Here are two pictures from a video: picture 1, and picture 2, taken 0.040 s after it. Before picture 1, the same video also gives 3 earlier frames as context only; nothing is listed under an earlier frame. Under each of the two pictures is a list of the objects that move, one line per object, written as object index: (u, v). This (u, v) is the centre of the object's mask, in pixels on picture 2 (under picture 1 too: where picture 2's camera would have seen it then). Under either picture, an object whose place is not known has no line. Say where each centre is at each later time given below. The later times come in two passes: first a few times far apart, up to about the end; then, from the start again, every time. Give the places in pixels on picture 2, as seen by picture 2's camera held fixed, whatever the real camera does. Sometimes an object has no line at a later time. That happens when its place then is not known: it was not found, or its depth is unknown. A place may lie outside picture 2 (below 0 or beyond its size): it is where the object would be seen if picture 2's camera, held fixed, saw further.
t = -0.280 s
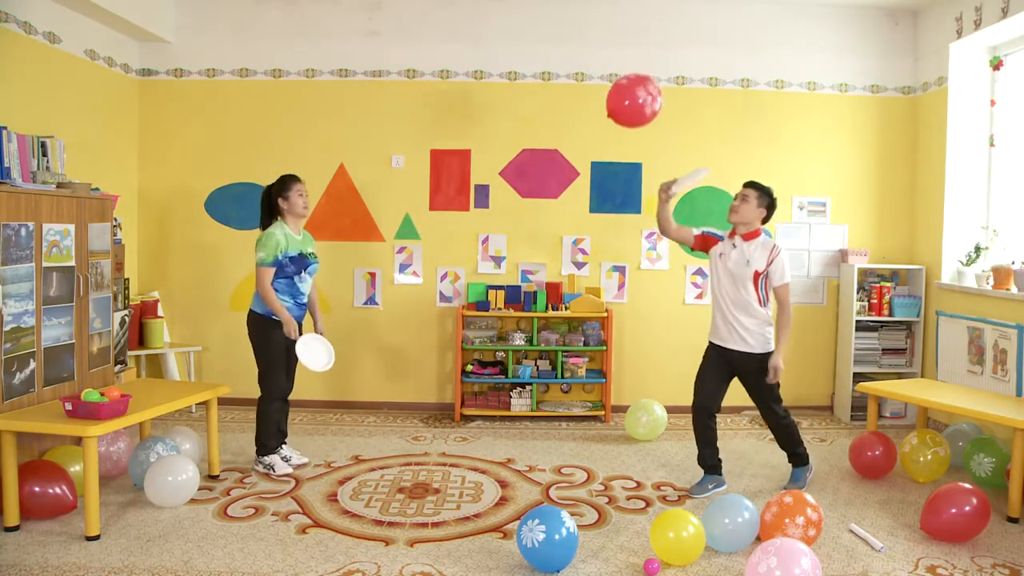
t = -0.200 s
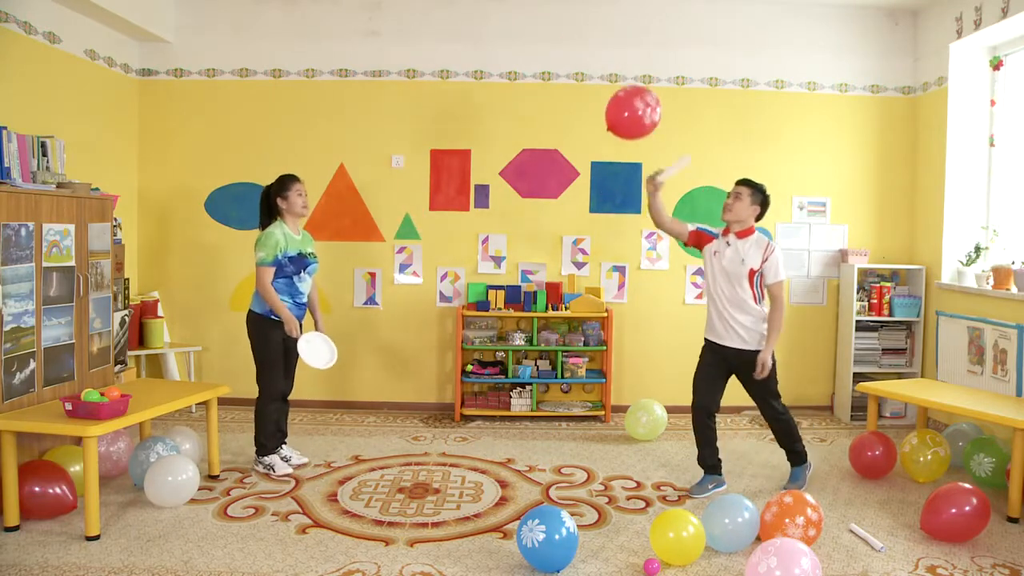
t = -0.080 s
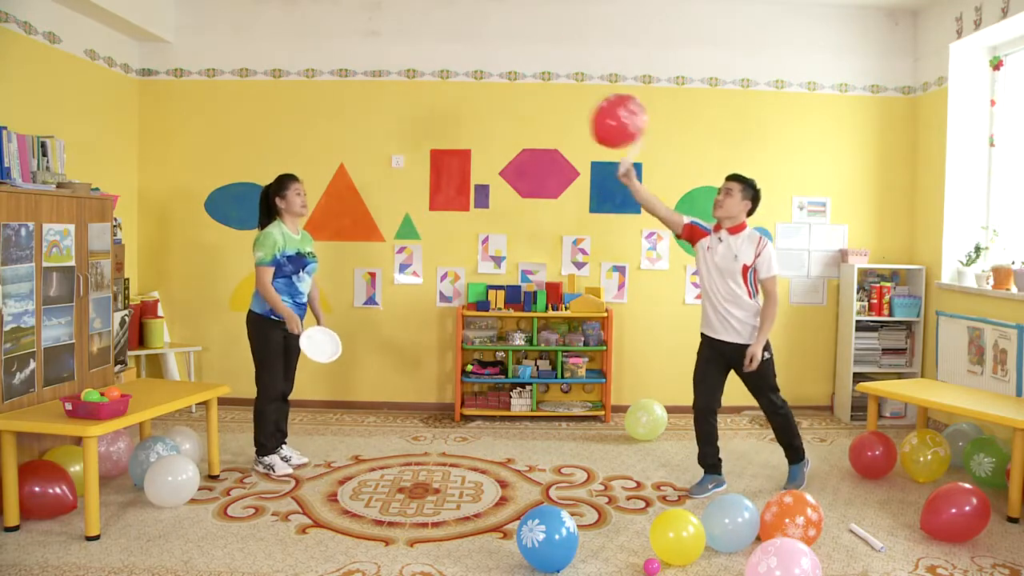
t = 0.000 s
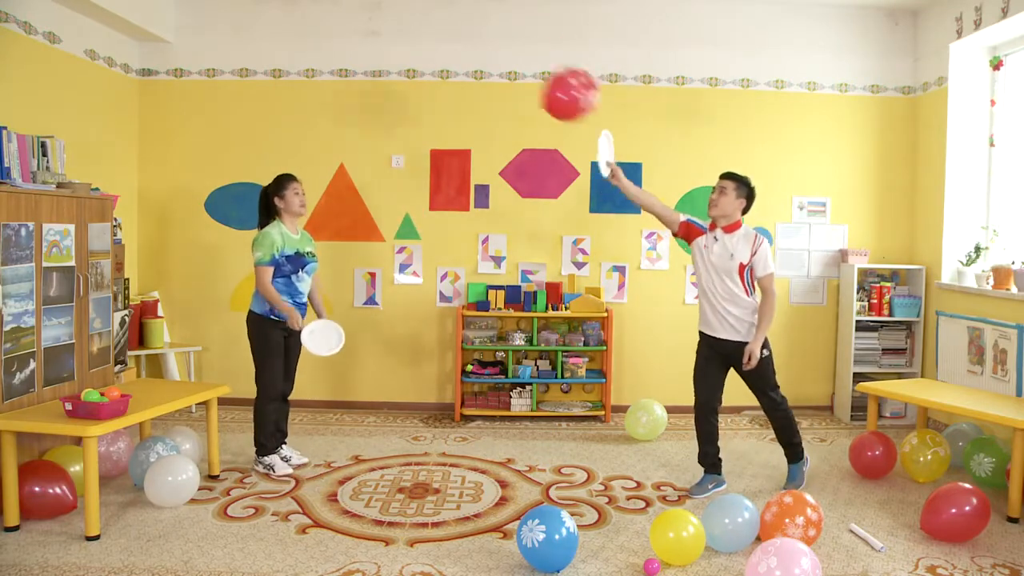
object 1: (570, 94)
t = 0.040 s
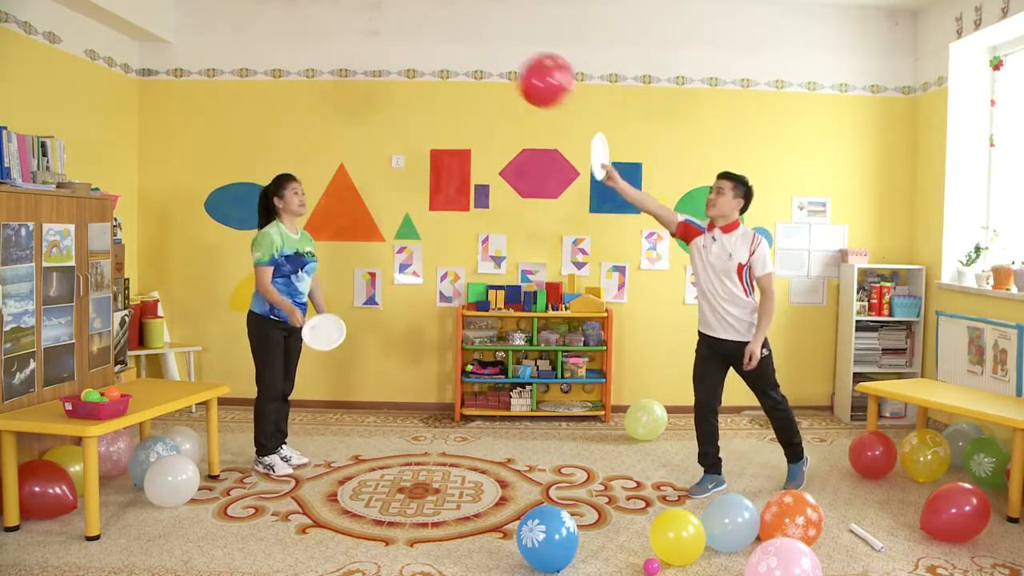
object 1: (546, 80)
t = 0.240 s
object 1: (447, 27)
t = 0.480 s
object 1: (371, 18)
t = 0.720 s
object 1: (334, 32)
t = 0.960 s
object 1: (319, 58)
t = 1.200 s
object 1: (310, 90)
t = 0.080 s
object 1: (525, 67)
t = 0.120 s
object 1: (502, 55)
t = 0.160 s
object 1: (482, 44)
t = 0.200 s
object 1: (464, 34)
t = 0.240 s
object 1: (447, 27)
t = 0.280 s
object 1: (432, 24)
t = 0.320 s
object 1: (417, 21)
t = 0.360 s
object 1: (404, 19)
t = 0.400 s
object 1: (391, 18)
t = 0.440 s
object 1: (380, 18)
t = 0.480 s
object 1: (371, 18)
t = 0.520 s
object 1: (362, 19)
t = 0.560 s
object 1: (354, 20)
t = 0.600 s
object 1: (348, 22)
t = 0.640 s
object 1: (342, 24)
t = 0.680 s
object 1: (337, 28)
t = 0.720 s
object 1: (334, 32)
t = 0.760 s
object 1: (330, 36)
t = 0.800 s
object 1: (328, 40)
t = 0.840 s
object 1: (325, 45)
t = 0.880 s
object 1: (323, 49)
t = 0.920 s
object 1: (321, 53)
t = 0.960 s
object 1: (319, 58)
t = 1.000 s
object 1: (317, 63)
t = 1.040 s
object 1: (316, 68)
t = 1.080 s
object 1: (314, 73)
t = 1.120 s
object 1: (313, 78)
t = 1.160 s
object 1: (311, 84)
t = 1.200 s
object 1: (310, 90)
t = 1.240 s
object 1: (309, 97)
